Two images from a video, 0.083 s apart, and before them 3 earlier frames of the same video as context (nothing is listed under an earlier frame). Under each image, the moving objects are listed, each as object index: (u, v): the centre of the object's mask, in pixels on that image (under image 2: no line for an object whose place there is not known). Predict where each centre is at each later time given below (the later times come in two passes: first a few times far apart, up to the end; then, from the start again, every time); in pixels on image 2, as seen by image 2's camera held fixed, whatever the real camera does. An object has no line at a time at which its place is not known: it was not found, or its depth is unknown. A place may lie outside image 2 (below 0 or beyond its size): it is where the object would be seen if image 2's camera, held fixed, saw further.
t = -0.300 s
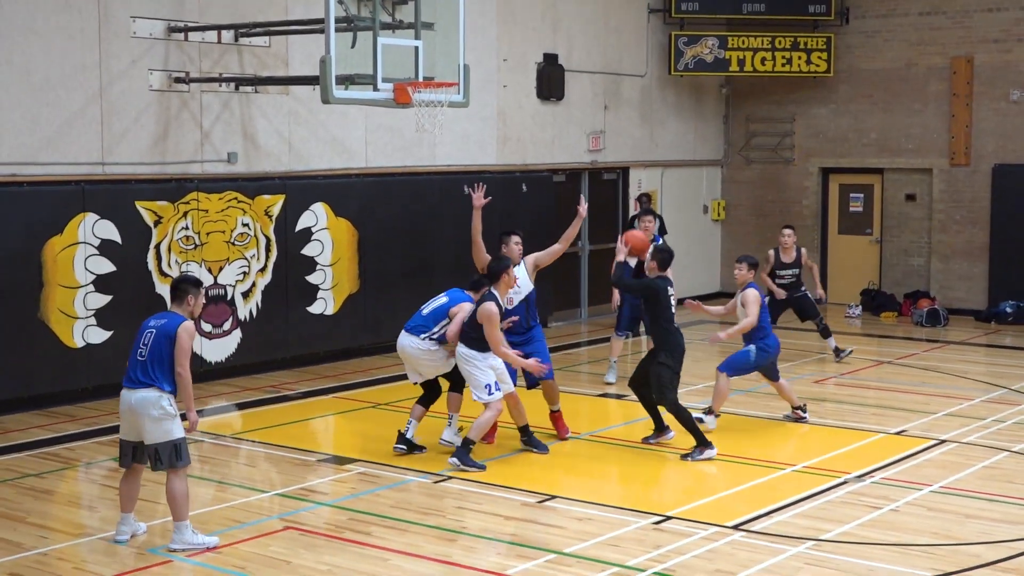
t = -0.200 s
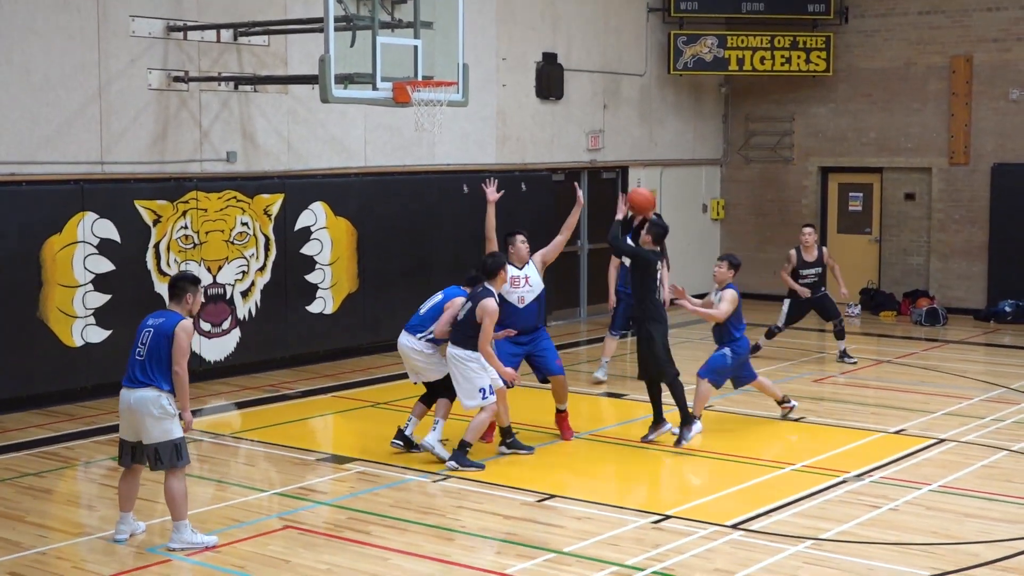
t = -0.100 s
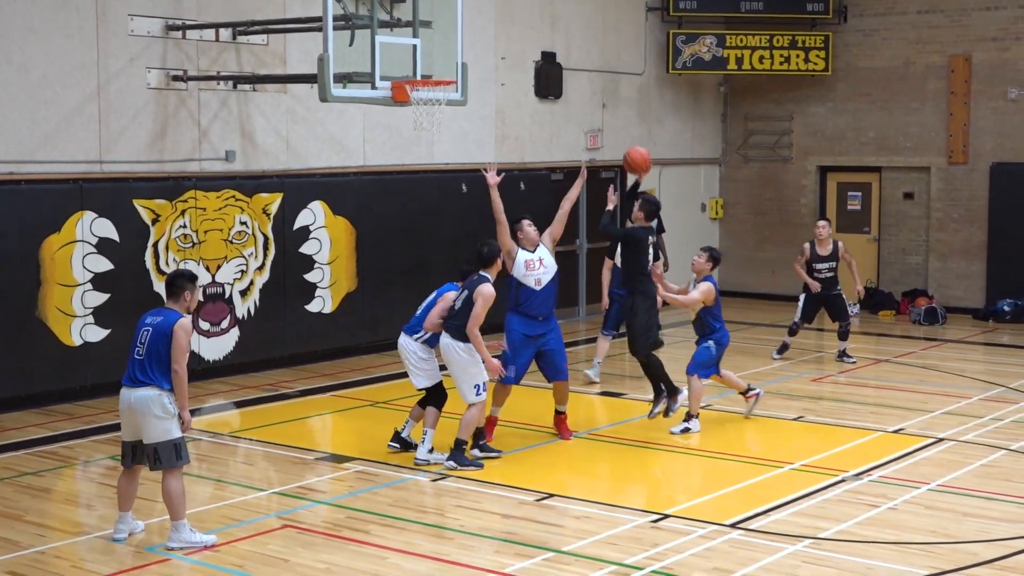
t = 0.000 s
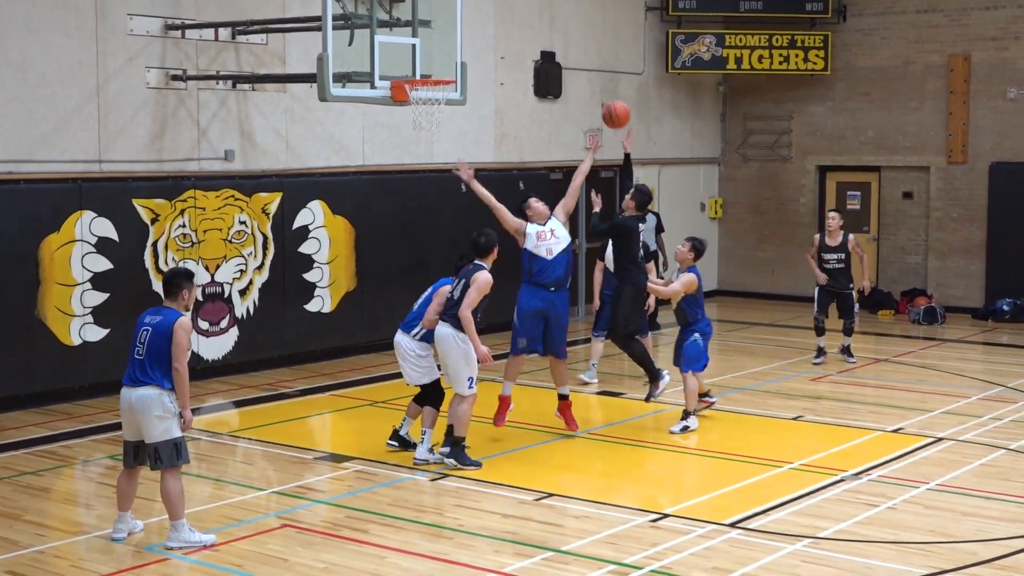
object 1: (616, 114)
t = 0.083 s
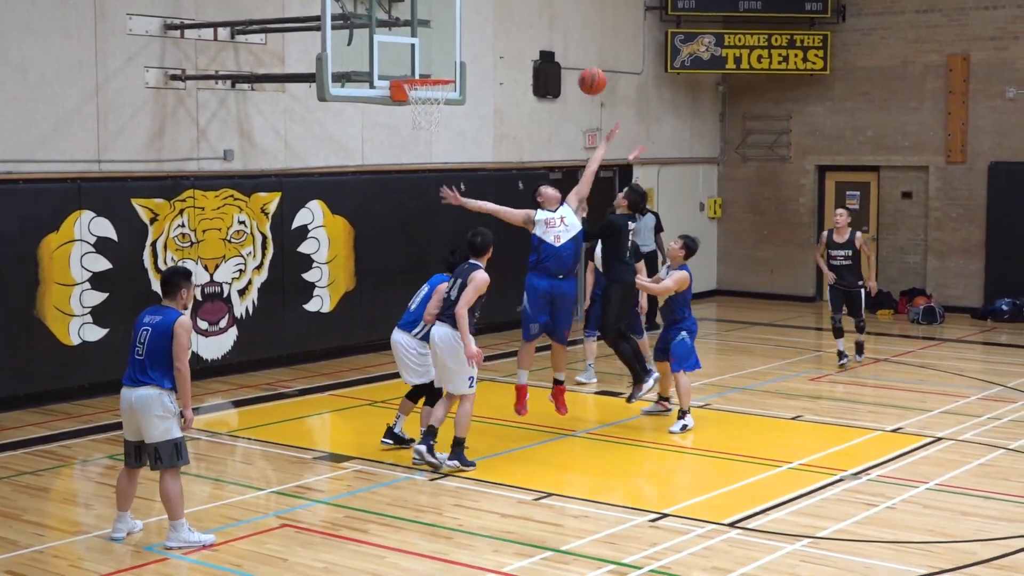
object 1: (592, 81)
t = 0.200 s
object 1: (560, 48)
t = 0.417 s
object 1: (504, 30)
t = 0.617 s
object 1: (455, 58)
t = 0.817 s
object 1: (417, 57)
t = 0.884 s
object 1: (405, 60)
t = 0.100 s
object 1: (587, 75)
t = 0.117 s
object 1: (583, 70)
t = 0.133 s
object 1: (578, 65)
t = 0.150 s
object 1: (574, 60)
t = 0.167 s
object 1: (569, 56)
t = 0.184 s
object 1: (565, 52)
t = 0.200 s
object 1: (560, 48)
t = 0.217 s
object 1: (556, 45)
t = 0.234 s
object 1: (551, 42)
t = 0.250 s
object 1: (547, 39)
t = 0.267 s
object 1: (542, 37)
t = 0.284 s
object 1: (538, 35)
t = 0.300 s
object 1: (534, 33)
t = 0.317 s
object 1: (529, 32)
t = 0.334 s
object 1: (525, 31)
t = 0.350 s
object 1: (521, 30)
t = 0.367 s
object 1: (517, 29)
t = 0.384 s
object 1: (513, 29)
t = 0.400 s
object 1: (508, 29)
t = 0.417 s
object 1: (504, 30)
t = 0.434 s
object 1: (500, 30)
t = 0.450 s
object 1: (496, 31)
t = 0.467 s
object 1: (492, 32)
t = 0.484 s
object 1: (487, 34)
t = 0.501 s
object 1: (483, 36)
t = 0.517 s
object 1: (479, 38)
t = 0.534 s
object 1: (475, 41)
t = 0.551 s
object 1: (471, 44)
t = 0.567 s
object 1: (467, 47)
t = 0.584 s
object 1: (463, 50)
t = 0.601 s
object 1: (459, 54)
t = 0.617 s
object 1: (455, 58)
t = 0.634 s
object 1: (451, 62)
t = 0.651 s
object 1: (447, 66)
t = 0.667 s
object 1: (444, 68)
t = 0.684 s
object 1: (441, 66)
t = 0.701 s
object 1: (438, 64)
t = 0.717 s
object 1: (435, 62)
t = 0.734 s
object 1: (432, 61)
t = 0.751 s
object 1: (429, 60)
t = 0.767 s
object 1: (426, 59)
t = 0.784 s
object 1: (423, 58)
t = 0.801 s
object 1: (420, 58)
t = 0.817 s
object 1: (417, 57)
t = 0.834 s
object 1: (414, 58)
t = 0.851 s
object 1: (412, 58)
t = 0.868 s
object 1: (409, 59)
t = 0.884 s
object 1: (405, 60)
